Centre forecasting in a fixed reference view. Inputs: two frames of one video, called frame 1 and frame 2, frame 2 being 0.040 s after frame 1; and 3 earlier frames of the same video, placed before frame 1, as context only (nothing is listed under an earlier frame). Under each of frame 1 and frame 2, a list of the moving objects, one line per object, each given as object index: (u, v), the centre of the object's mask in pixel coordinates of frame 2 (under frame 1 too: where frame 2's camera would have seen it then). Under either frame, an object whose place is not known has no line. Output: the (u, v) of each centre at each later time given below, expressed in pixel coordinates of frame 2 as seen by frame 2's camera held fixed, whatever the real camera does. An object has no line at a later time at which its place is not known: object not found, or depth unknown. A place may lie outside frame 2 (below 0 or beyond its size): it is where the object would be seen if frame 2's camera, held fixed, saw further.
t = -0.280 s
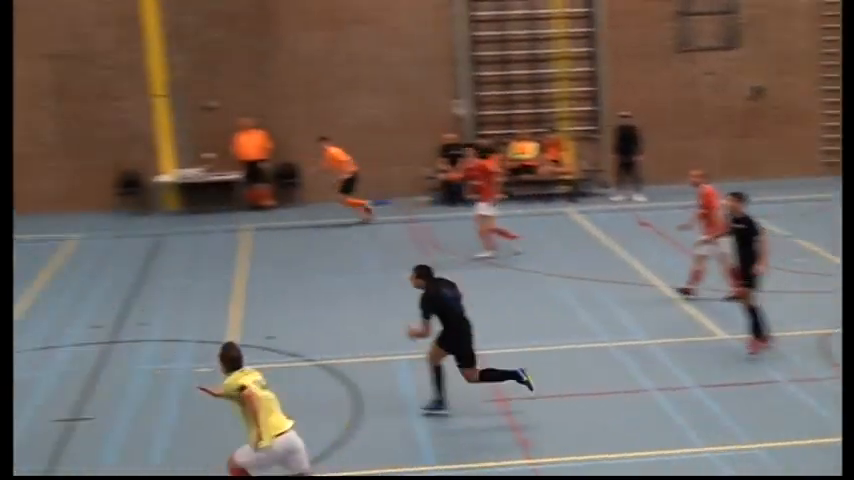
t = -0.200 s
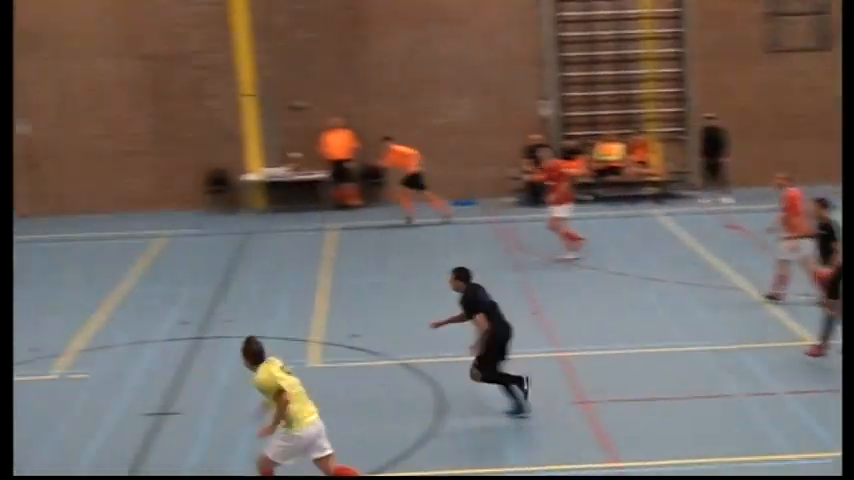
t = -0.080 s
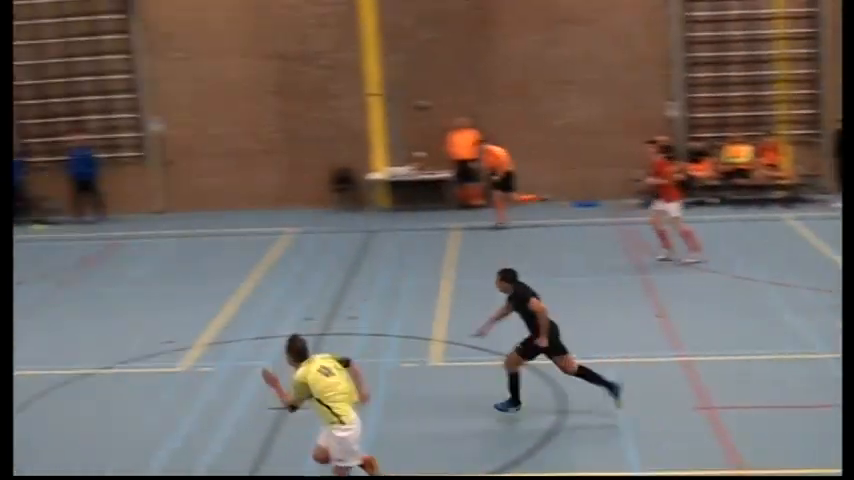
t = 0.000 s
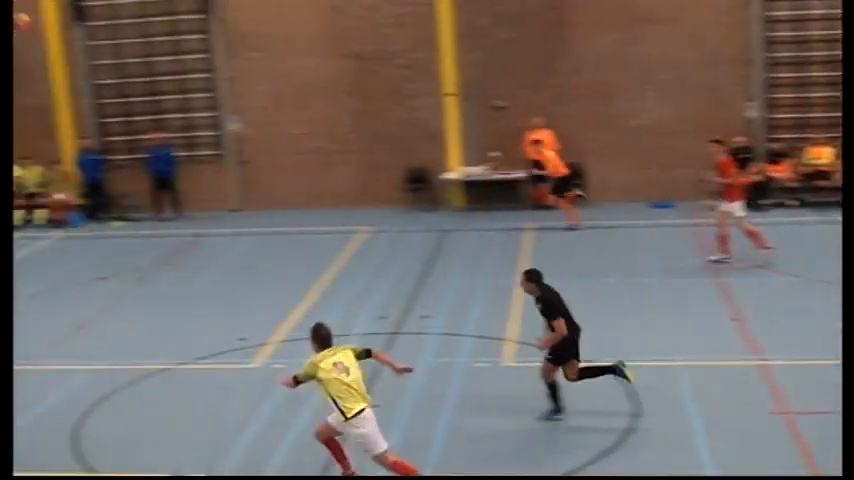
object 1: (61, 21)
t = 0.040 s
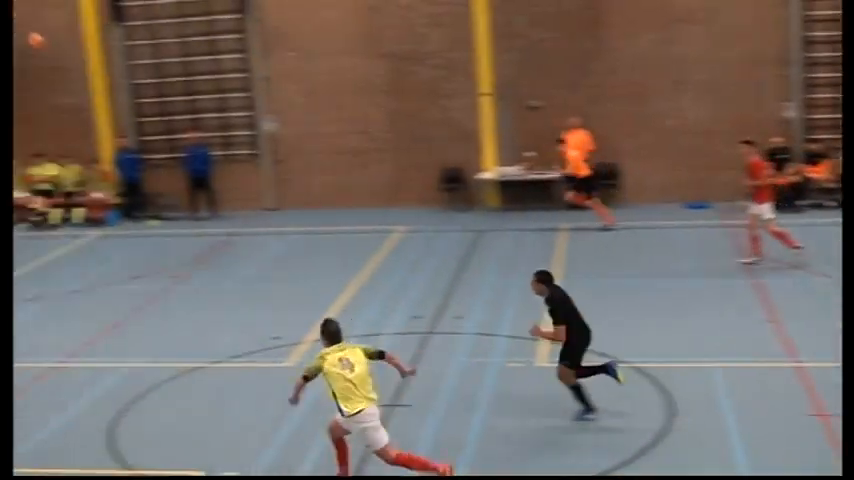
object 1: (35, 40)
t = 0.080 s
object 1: (11, 60)
